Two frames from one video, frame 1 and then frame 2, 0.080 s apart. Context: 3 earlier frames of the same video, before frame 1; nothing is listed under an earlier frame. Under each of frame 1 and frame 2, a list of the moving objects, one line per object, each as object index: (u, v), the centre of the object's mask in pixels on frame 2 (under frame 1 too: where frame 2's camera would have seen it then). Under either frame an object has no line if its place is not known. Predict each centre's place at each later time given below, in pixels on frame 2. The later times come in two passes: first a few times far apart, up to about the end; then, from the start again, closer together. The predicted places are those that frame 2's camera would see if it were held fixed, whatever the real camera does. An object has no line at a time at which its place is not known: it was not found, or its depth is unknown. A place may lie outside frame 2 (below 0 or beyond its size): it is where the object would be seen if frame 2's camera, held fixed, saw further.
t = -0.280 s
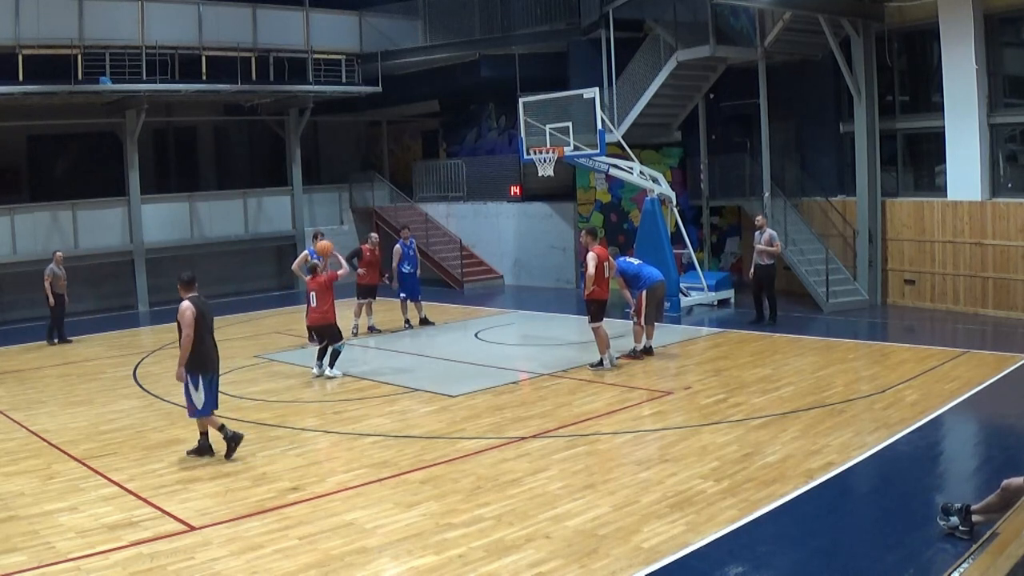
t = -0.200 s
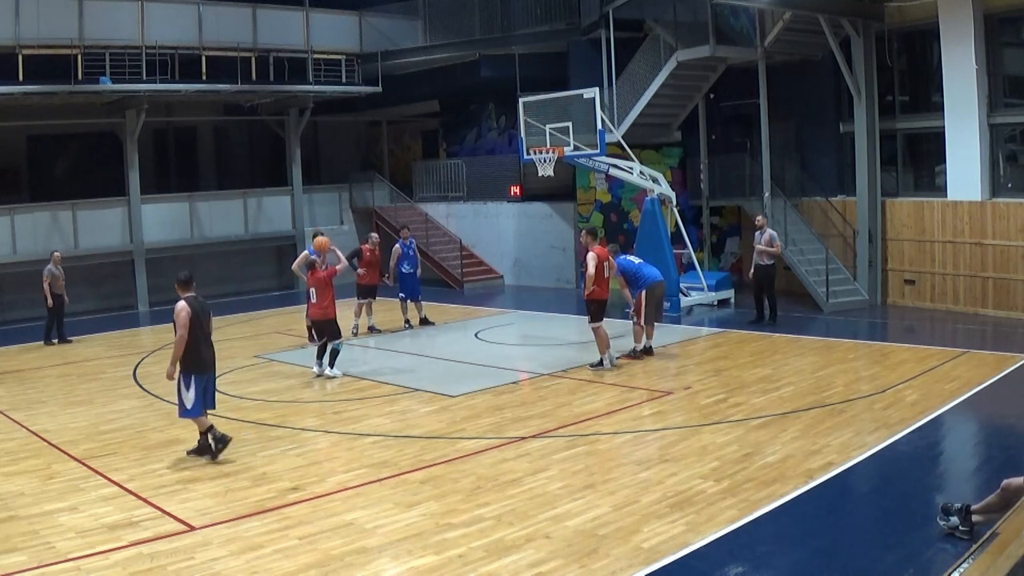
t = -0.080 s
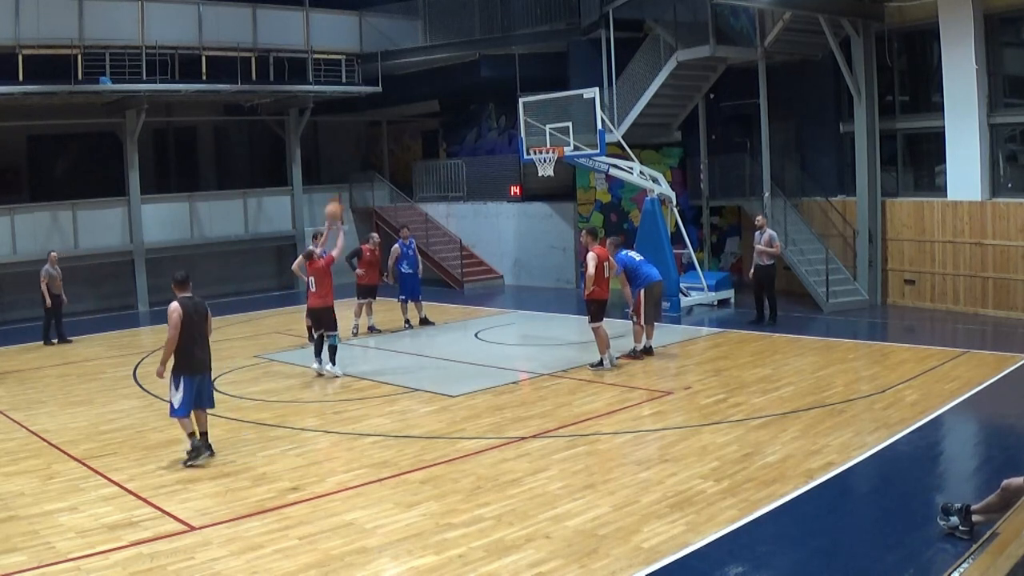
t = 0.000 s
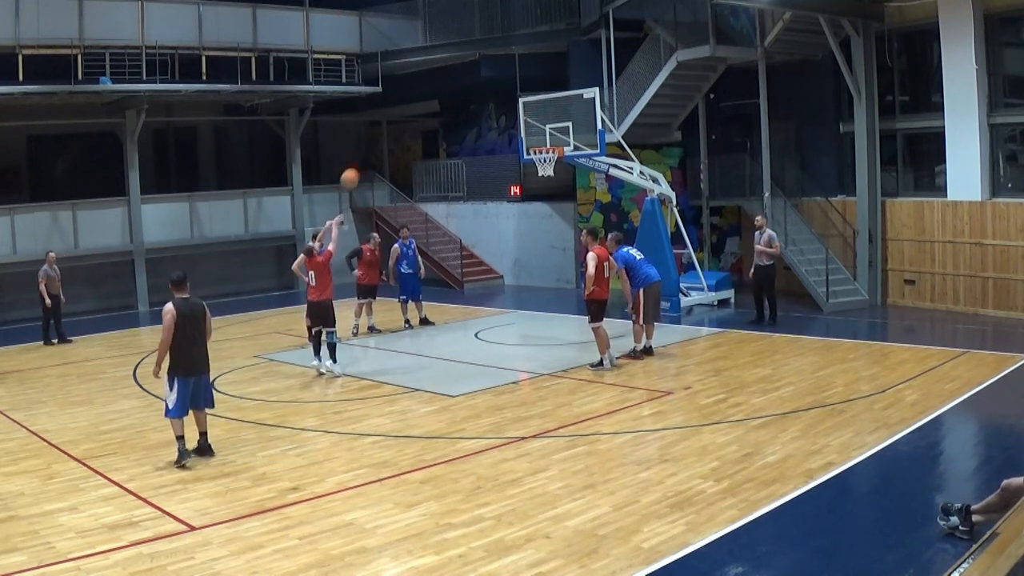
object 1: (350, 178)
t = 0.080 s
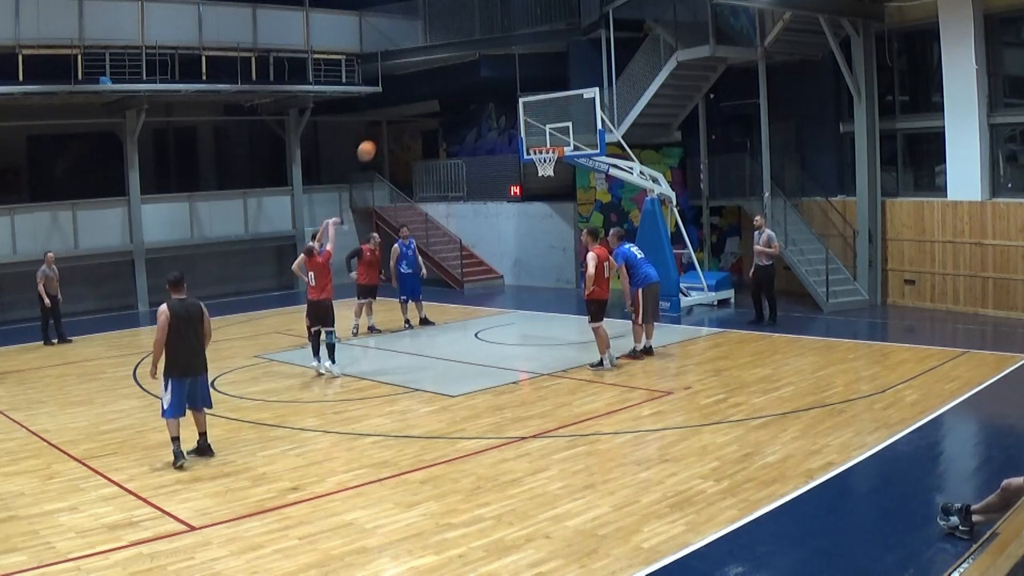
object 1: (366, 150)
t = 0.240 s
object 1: (399, 109)
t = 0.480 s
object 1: (444, 84)
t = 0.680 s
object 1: (479, 90)
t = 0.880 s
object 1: (512, 121)
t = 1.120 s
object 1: (525, 122)
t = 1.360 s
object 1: (524, 116)
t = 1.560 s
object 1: (523, 136)
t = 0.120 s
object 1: (375, 137)
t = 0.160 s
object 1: (383, 127)
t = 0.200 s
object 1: (391, 118)
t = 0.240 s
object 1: (399, 109)
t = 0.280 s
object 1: (406, 102)
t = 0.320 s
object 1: (414, 96)
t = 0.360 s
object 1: (421, 92)
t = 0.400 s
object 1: (429, 88)
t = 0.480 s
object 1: (444, 84)
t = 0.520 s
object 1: (451, 83)
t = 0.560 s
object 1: (458, 83)
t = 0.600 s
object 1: (465, 85)
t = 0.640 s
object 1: (472, 87)
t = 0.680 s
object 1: (479, 90)
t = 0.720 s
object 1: (486, 95)
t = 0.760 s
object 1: (493, 100)
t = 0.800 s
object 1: (500, 106)
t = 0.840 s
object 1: (507, 113)
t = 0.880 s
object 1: (512, 121)
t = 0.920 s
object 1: (519, 130)
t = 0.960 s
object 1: (527, 139)
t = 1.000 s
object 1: (527, 138)
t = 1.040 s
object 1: (527, 131)
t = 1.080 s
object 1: (526, 126)
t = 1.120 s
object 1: (525, 122)
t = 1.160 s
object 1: (525, 119)
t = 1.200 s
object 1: (525, 117)
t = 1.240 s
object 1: (524, 115)
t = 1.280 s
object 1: (524, 115)
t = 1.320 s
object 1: (524, 115)
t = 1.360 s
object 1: (524, 116)
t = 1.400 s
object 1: (523, 118)
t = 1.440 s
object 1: (523, 121)
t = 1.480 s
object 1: (523, 125)
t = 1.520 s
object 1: (523, 130)
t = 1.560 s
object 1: (523, 136)
